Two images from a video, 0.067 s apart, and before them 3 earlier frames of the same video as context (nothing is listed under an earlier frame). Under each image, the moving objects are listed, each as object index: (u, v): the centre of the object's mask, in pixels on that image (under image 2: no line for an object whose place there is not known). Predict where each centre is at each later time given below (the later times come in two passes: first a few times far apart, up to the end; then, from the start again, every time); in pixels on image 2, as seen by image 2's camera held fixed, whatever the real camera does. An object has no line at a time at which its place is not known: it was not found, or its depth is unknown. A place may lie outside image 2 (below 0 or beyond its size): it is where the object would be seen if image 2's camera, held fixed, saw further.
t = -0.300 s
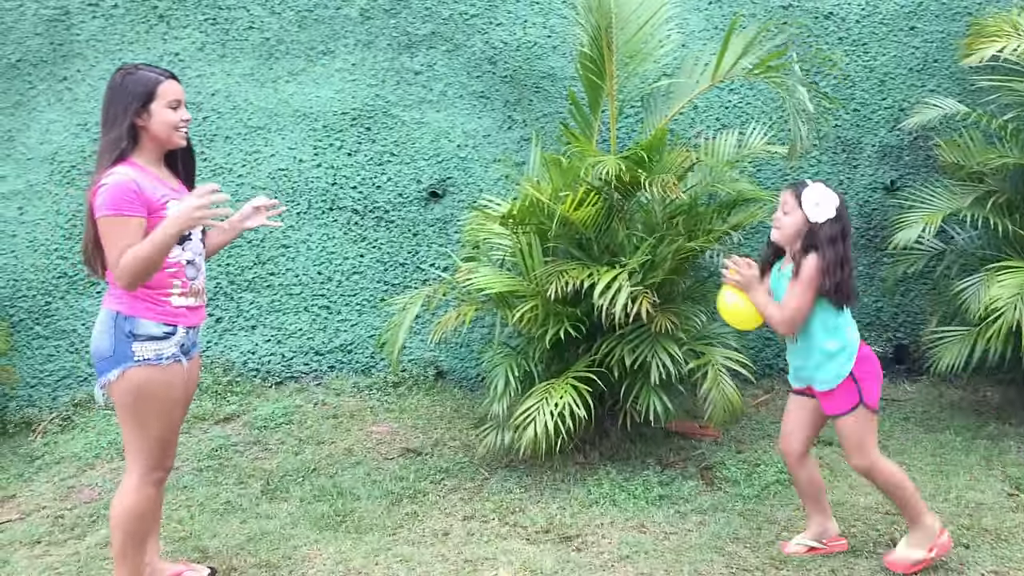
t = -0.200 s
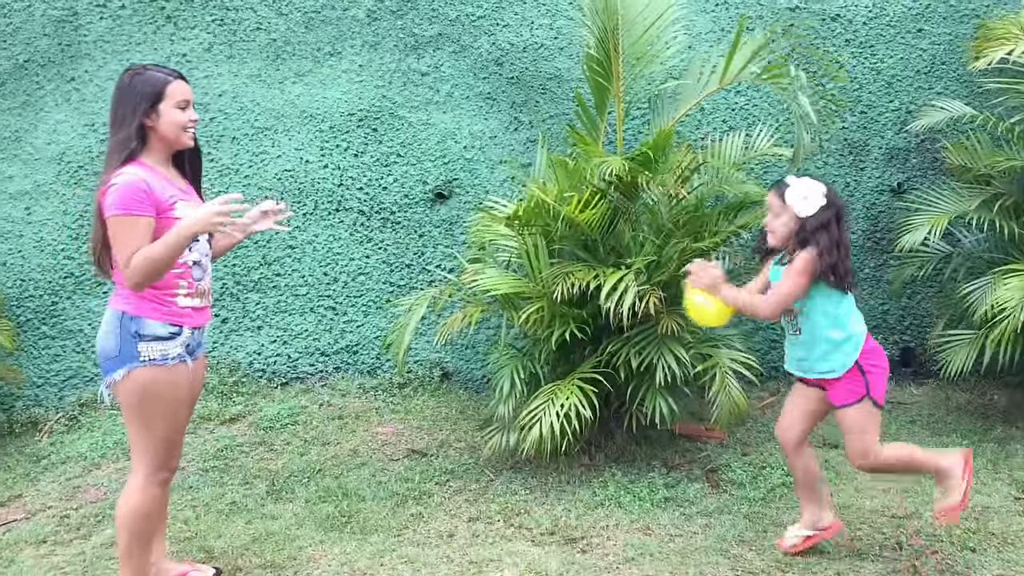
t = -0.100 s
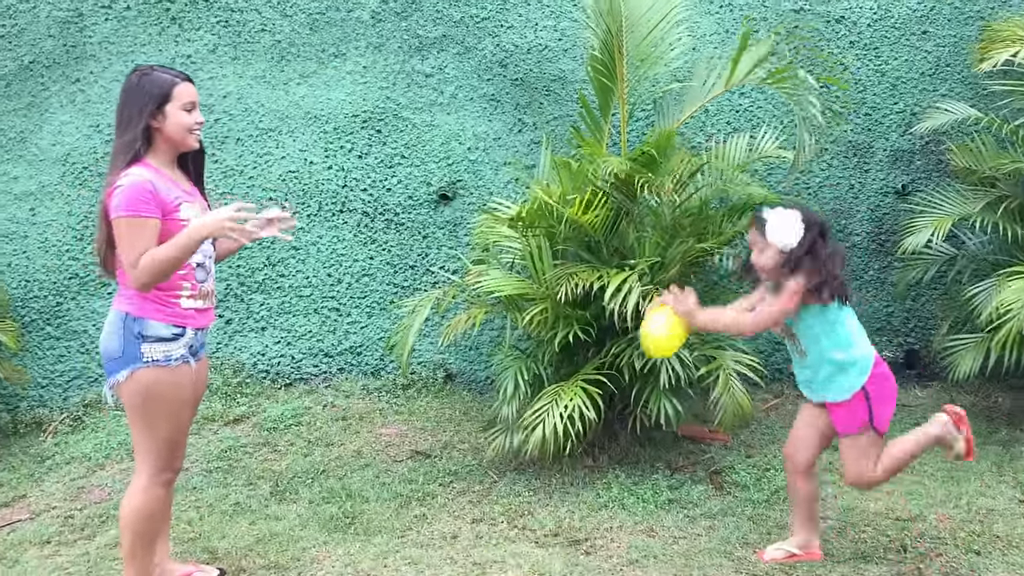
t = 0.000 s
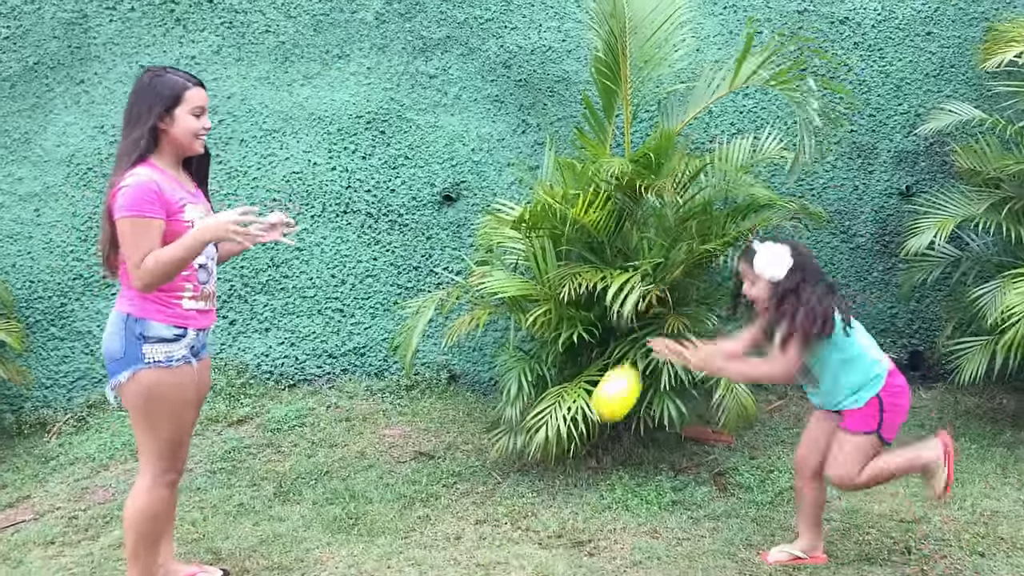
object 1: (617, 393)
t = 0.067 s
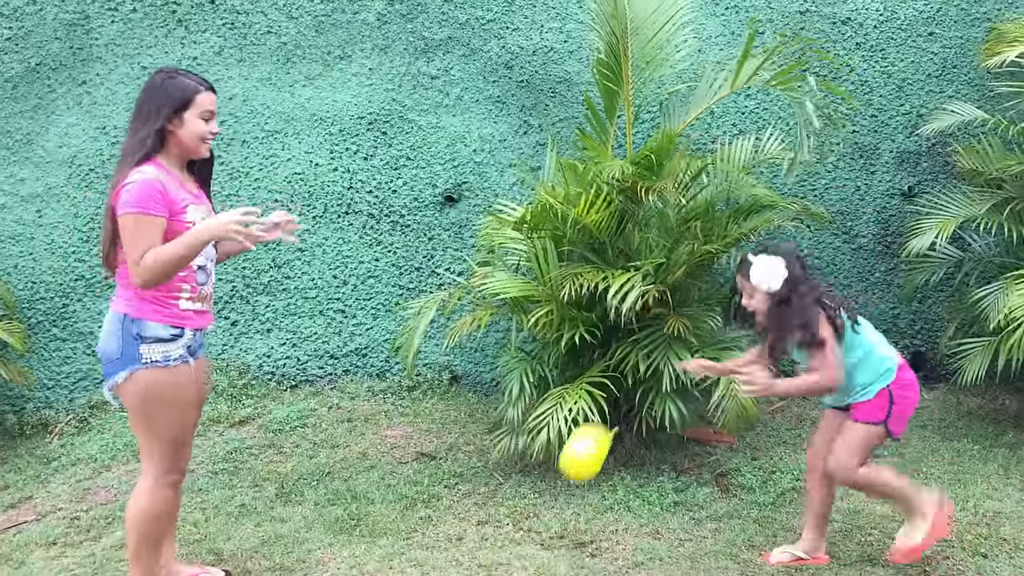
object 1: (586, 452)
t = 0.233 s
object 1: (514, 546)
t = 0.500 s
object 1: (428, 533)
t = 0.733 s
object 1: (364, 526)
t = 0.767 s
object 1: (356, 527)
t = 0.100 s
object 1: (571, 486)
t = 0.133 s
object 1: (554, 525)
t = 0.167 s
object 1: (534, 556)
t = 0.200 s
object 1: (526, 557)
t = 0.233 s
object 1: (514, 546)
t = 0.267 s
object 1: (500, 533)
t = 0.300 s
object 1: (488, 524)
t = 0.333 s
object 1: (480, 517)
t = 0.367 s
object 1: (472, 514)
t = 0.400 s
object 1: (460, 513)
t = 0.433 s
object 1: (447, 516)
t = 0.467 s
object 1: (439, 522)
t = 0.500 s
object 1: (428, 533)
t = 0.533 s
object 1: (417, 544)
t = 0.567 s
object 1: (408, 553)
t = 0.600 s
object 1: (397, 551)
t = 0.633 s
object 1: (387, 541)
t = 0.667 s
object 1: (380, 535)
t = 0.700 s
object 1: (371, 529)
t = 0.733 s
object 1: (364, 526)
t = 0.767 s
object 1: (356, 527)
